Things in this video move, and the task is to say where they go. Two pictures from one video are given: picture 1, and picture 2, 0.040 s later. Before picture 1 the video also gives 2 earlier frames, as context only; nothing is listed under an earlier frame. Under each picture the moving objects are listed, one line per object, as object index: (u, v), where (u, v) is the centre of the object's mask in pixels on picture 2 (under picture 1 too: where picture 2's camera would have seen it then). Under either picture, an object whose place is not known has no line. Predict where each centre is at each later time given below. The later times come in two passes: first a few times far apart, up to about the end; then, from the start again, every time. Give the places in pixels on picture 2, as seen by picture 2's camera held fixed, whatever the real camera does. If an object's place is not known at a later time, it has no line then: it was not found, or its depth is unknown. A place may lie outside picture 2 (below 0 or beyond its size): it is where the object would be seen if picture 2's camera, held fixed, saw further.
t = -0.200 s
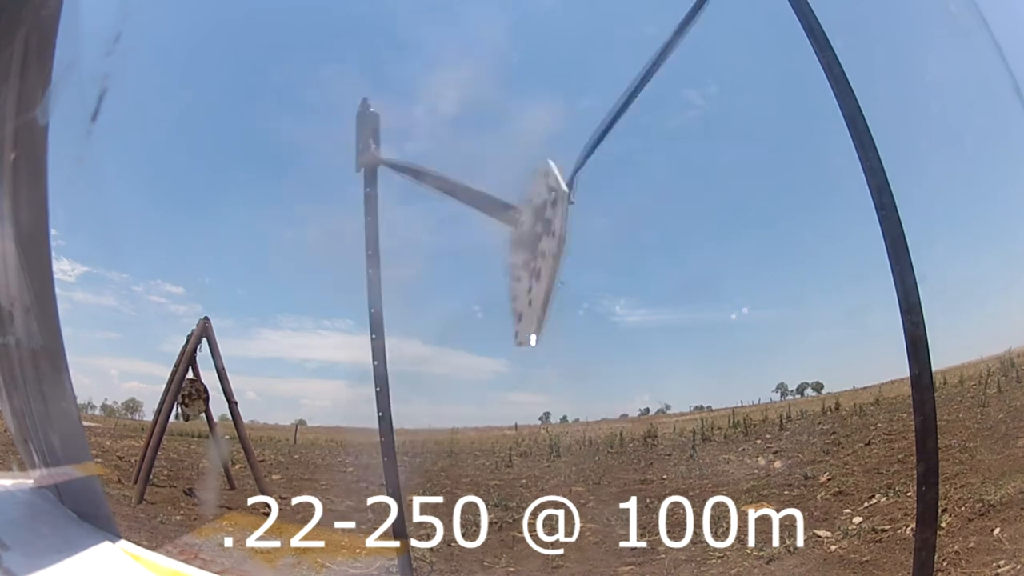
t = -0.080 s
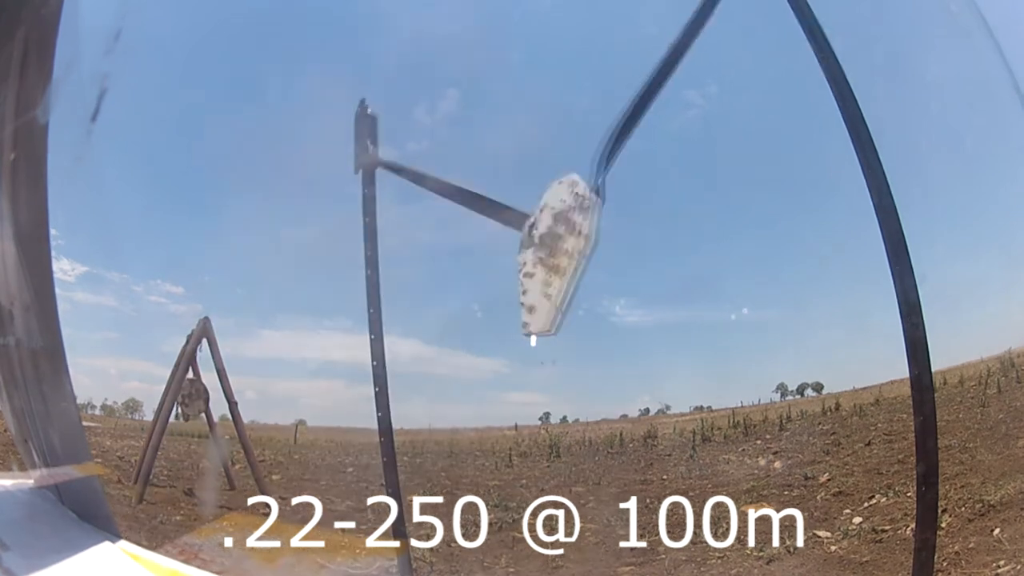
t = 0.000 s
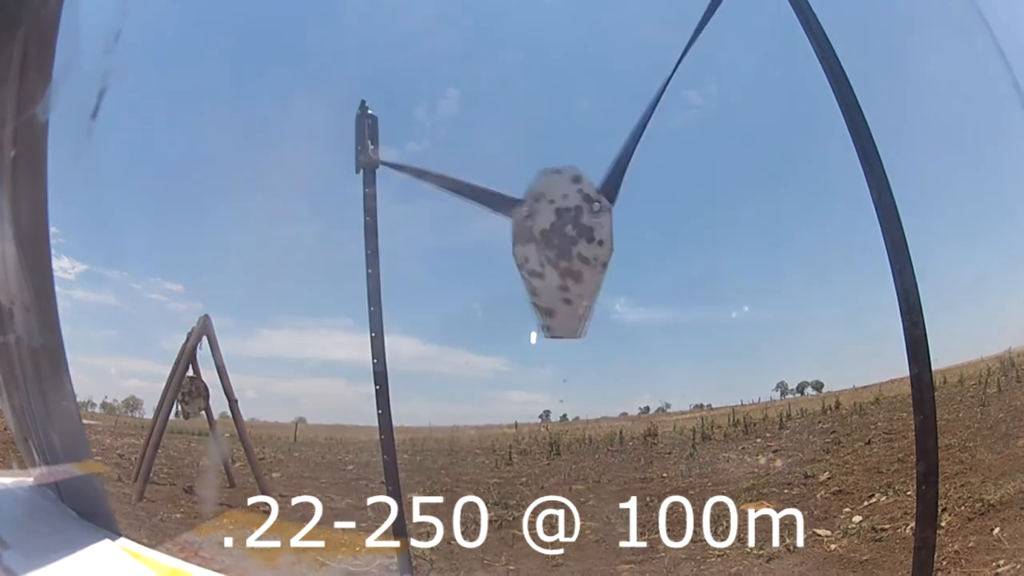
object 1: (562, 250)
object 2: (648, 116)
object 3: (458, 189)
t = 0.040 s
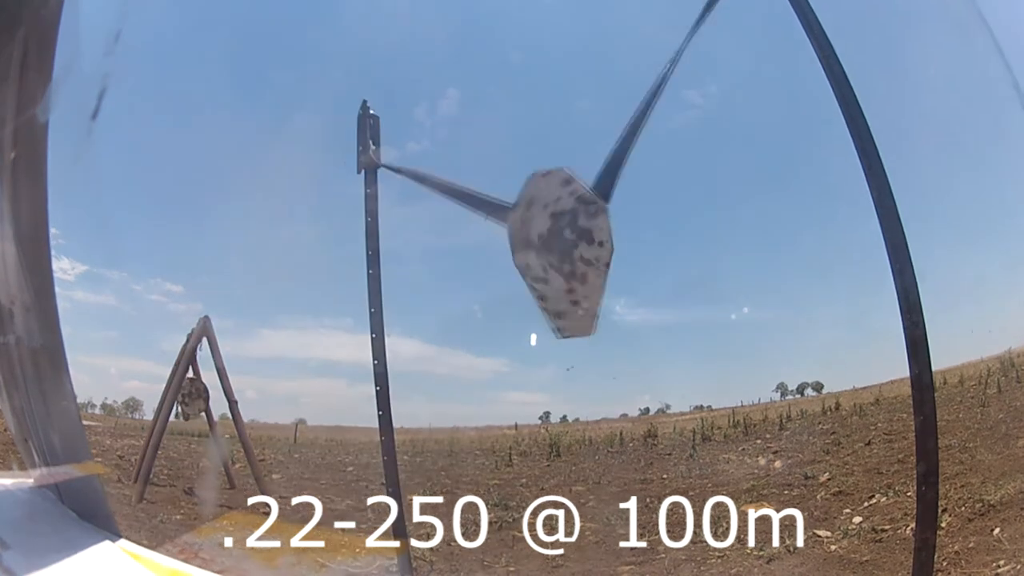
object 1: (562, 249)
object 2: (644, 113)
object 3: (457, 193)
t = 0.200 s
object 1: (569, 241)
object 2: (634, 102)
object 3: (450, 194)
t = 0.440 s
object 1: (526, 252)
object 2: (638, 106)
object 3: (445, 186)
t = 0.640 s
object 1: (498, 236)
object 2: (619, 76)
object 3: (423, 181)
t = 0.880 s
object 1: (485, 228)
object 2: (593, 73)
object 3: (416, 190)
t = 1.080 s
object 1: (526, 252)
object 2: (639, 94)
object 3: (447, 188)
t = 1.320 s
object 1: (549, 248)
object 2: (631, 111)
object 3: (449, 193)
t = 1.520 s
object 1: (570, 255)
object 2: (662, 98)
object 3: (469, 192)
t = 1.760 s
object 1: (538, 249)
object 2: (623, 110)
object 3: (444, 191)
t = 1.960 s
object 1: (514, 243)
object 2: (636, 76)
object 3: (437, 184)
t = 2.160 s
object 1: (486, 234)
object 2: (618, 73)
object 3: (418, 184)
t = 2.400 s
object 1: (517, 241)
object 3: (433, 188)
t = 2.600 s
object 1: (540, 258)
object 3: (449, 198)
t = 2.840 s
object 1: (563, 250)
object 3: (459, 197)
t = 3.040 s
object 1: (552, 258)
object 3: (455, 197)
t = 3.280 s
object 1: (520, 245)
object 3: (436, 188)
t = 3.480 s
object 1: (495, 236)
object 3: (425, 182)
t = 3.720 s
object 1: (505, 243)
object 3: (432, 186)
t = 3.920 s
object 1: (536, 251)
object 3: (445, 193)
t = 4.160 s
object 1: (557, 256)
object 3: (457, 196)
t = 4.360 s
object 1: (558, 253)
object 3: (456, 196)
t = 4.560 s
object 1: (531, 251)
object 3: (443, 192)
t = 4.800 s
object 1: (506, 238)
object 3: (430, 184)
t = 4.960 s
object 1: (496, 232)
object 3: (423, 182)
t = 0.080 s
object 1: (563, 249)
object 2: (635, 119)
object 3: (456, 198)
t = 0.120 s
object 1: (565, 247)
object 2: (634, 113)
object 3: (454, 197)
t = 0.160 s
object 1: (568, 243)
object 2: (632, 114)
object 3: (453, 196)
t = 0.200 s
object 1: (569, 241)
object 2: (634, 102)
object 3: (450, 194)
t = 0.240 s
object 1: (568, 240)
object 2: (646, 84)
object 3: (454, 196)
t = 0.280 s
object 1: (564, 244)
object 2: (648, 77)
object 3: (458, 195)
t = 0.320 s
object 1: (555, 247)
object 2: (642, 85)
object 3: (457, 194)
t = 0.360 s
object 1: (545, 249)
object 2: (637, 97)
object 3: (448, 188)
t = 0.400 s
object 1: (535, 252)
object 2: (637, 104)
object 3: (446, 185)
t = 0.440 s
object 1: (526, 252)
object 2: (638, 106)
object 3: (445, 186)
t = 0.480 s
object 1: (519, 253)
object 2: (631, 107)
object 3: (445, 191)
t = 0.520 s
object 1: (511, 250)
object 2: (628, 92)
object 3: (442, 197)
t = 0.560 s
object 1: (505, 247)
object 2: (622, 87)
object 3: (437, 196)
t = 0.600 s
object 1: (501, 243)
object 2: (620, 79)
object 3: (429, 190)
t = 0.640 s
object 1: (498, 236)
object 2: (619, 76)
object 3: (423, 181)
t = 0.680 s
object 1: (495, 225)
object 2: (599, 92)
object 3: (418, 171)
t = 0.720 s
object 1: (493, 216)
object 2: (598, 83)
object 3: (414, 166)
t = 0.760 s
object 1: (492, 213)
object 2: (600, 73)
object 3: (414, 167)
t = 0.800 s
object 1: (490, 214)
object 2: (601, 65)
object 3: (417, 174)
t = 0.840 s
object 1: (487, 220)
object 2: (595, 65)
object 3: (417, 183)
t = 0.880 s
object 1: (485, 228)
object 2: (593, 73)
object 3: (416, 190)
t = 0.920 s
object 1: (490, 235)
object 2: (598, 86)
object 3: (417, 189)
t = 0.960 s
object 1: (496, 238)
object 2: (616, 96)
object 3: (427, 182)
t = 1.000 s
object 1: (506, 240)
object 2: (632, 102)
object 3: (435, 179)
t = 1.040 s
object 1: (516, 245)
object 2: (631, 115)
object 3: (444, 181)
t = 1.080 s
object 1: (526, 252)
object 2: (639, 94)
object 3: (447, 188)
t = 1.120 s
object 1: (536, 254)
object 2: (641, 81)
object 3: (445, 194)
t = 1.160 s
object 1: (541, 253)
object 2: (642, 73)
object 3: (449, 201)
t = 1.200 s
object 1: (544, 252)
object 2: (635, 89)
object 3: (446, 196)
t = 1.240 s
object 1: (545, 248)
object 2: (633, 99)
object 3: (447, 191)
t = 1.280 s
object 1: (547, 246)
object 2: (636, 103)
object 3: (446, 188)
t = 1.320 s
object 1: (549, 248)
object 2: (631, 111)
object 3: (449, 193)
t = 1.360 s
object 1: (553, 250)
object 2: (636, 104)
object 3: (448, 197)
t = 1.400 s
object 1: (558, 252)
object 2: (643, 94)
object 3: (454, 202)
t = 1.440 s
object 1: (564, 254)
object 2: (644, 107)
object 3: (460, 198)
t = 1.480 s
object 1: (568, 255)
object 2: (653, 105)
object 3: (467, 195)
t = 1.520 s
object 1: (570, 255)
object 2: (662, 98)
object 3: (469, 192)
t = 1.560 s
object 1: (569, 255)
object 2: (662, 100)
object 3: (468, 192)
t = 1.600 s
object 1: (565, 257)
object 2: (652, 109)
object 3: (463, 195)
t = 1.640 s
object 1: (558, 257)
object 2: (646, 105)
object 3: (456, 198)
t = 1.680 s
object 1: (551, 256)
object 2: (631, 118)
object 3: (452, 199)
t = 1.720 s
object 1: (543, 253)
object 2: (626, 116)
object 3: (447, 195)
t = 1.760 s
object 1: (538, 249)
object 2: (623, 110)
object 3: (444, 191)
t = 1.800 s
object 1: (532, 246)
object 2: (622, 101)
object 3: (440, 190)
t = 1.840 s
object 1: (527, 244)
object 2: (630, 83)
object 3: (437, 191)
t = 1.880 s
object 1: (523, 244)
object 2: (634, 74)
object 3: (434, 191)
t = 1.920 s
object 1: (519, 244)
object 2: (634, 74)
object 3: (435, 187)
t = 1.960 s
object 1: (514, 243)
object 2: (636, 76)
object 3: (437, 184)
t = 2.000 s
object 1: (507, 242)
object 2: (636, 78)
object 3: (438, 183)
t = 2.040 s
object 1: (500, 239)
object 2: (625, 87)
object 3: (434, 183)
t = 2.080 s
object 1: (493, 237)
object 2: (622, 82)
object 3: (427, 185)
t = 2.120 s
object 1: (489, 236)
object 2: (621, 75)
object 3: (422, 185)
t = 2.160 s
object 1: (486, 234)
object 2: (618, 73)
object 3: (418, 184)
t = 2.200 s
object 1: (487, 231)
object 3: (418, 180)
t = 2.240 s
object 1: (490, 228)
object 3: (422, 177)
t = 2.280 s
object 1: (496, 227)
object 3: (423, 176)
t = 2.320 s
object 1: (505, 230)
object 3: (426, 178)
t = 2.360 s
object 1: (511, 234)
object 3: (429, 184)
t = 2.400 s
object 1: (517, 241)
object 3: (433, 188)
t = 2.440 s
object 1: (523, 248)
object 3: (438, 192)
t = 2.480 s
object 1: (527, 254)
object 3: (444, 192)
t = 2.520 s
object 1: (532, 257)
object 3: (447, 193)
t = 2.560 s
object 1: (536, 259)
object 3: (447, 195)
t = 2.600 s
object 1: (540, 258)
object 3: (449, 198)
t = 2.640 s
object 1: (545, 255)
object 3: (450, 198)
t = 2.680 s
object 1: (550, 252)
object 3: (454, 195)
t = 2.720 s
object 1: (555, 249)
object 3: (455, 191)
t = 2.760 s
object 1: (559, 247)
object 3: (457, 190)
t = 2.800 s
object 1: (562, 248)
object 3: (458, 193)
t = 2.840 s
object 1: (563, 250)
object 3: (459, 197)
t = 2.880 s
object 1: (563, 253)
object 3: (459, 201)
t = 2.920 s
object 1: (562, 257)
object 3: (458, 200)
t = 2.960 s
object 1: (559, 259)
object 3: (458, 199)
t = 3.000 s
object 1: (556, 259)
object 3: (457, 198)
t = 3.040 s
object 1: (552, 258)
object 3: (455, 197)
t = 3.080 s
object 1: (548, 256)
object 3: (453, 196)
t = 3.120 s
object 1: (543, 252)
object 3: (452, 194)
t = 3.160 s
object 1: (538, 249)
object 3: (450, 191)
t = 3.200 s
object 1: (532, 247)
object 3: (447, 189)
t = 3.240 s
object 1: (526, 245)
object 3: (443, 188)
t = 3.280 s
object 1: (520, 245)
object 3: (436, 188)
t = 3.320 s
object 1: (513, 244)
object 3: (430, 188)
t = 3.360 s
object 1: (507, 243)
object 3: (426, 187)
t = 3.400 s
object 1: (502, 242)
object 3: (423, 185)
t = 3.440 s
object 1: (497, 239)
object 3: (423, 183)
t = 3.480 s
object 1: (495, 236)
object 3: (425, 182)
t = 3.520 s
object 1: (493, 232)
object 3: (426, 181)
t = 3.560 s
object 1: (493, 229)
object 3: (427, 181)
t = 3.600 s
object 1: (495, 228)
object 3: (428, 181)
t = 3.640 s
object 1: (497, 230)
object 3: (430, 182)
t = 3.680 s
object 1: (500, 236)
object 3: (431, 183)
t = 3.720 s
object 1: (505, 243)
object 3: (432, 186)
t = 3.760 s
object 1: (510, 247)
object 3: (431, 187)
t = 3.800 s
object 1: (516, 252)
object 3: (433, 190)
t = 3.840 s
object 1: (523, 252)
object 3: (434, 191)
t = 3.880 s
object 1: (529, 251)
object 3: (439, 192)
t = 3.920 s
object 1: (536, 251)
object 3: (445, 193)
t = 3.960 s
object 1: (542, 250)
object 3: (449, 193)
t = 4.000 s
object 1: (546, 250)
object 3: (451, 192)
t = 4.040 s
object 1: (549, 250)
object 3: (453, 192)
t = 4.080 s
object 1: (552, 251)
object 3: (454, 193)
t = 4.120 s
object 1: (555, 253)
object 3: (456, 194)
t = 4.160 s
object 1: (557, 256)
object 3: (457, 196)
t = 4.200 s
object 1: (558, 258)
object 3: (458, 198)
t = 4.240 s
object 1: (560, 259)
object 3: (458, 199)
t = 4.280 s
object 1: (560, 258)
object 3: (459, 200)
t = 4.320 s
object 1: (560, 256)
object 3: (458, 199)
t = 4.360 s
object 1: (558, 253)
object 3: (456, 196)
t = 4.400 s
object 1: (555, 251)
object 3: (456, 194)
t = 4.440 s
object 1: (551, 249)
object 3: (453, 193)
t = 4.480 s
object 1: (544, 249)
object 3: (450, 193)
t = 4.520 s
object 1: (538, 250)
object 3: (447, 193)
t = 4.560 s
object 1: (531, 251)
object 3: (443, 192)
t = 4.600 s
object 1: (525, 251)
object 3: (440, 191)
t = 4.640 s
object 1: (520, 252)
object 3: (438, 191)
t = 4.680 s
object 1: (515, 250)
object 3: (436, 190)
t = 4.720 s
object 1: (512, 247)
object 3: (435, 189)
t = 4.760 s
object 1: (509, 243)
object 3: (433, 187)
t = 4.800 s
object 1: (506, 238)
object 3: (430, 184)
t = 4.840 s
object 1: (503, 234)
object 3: (428, 181)
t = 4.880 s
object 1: (500, 231)
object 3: (426, 180)
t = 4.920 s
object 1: (498, 231)
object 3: (424, 180)
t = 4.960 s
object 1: (496, 232)
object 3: (423, 182)
